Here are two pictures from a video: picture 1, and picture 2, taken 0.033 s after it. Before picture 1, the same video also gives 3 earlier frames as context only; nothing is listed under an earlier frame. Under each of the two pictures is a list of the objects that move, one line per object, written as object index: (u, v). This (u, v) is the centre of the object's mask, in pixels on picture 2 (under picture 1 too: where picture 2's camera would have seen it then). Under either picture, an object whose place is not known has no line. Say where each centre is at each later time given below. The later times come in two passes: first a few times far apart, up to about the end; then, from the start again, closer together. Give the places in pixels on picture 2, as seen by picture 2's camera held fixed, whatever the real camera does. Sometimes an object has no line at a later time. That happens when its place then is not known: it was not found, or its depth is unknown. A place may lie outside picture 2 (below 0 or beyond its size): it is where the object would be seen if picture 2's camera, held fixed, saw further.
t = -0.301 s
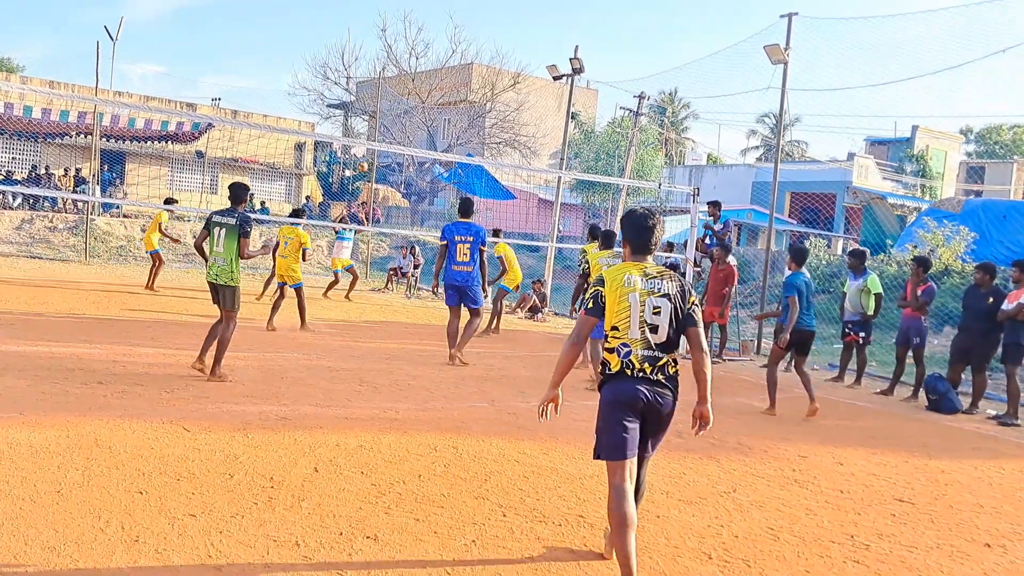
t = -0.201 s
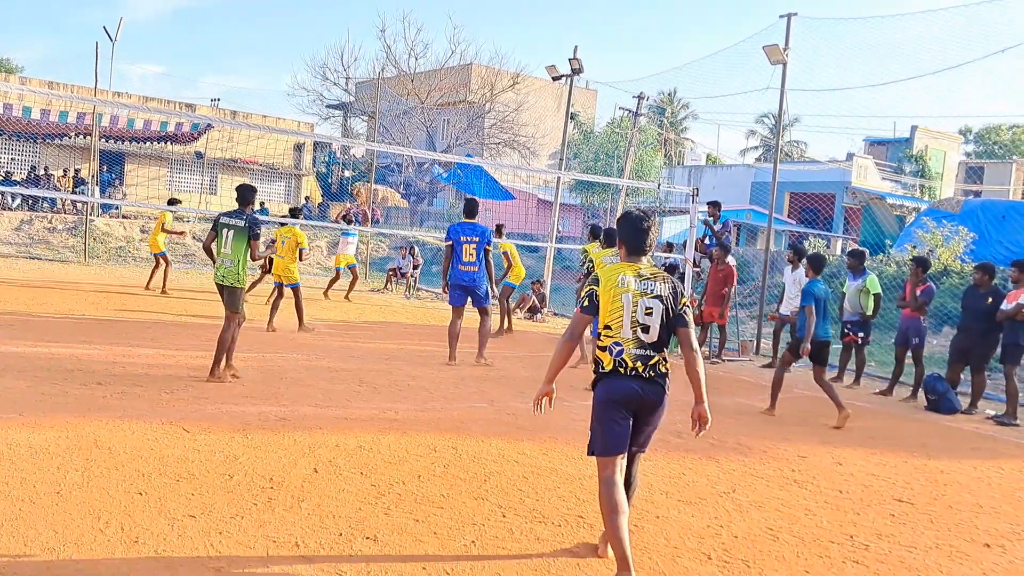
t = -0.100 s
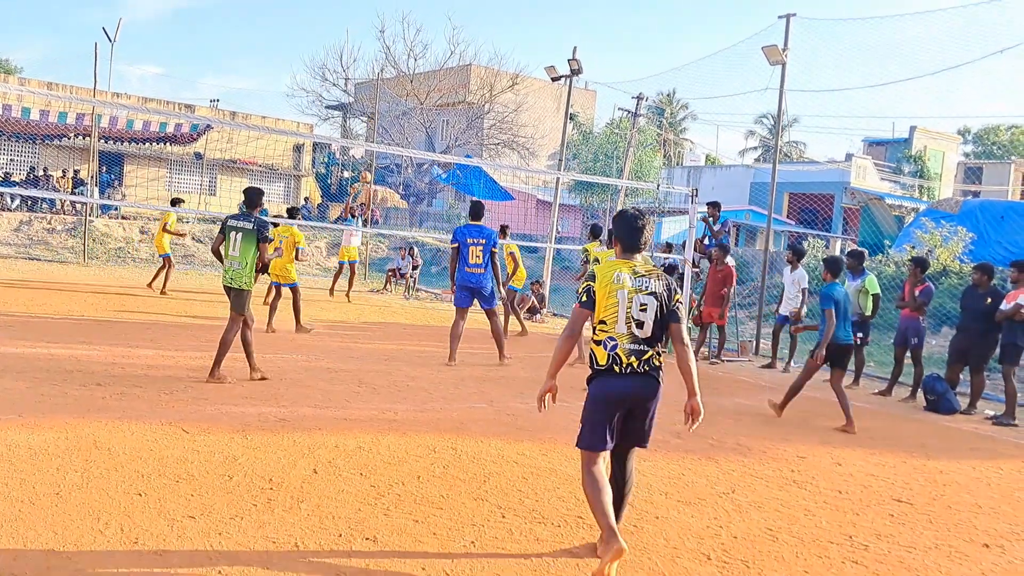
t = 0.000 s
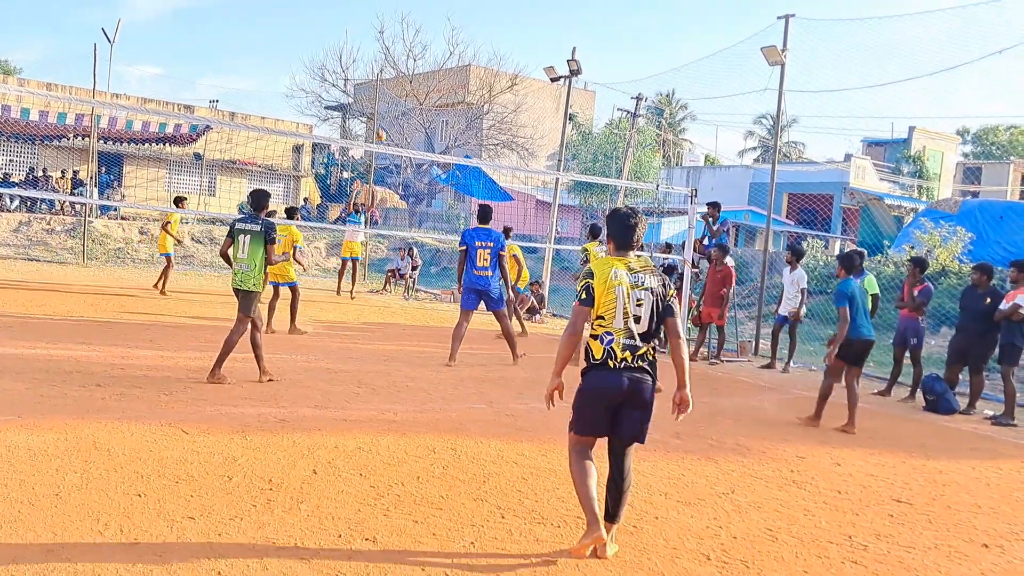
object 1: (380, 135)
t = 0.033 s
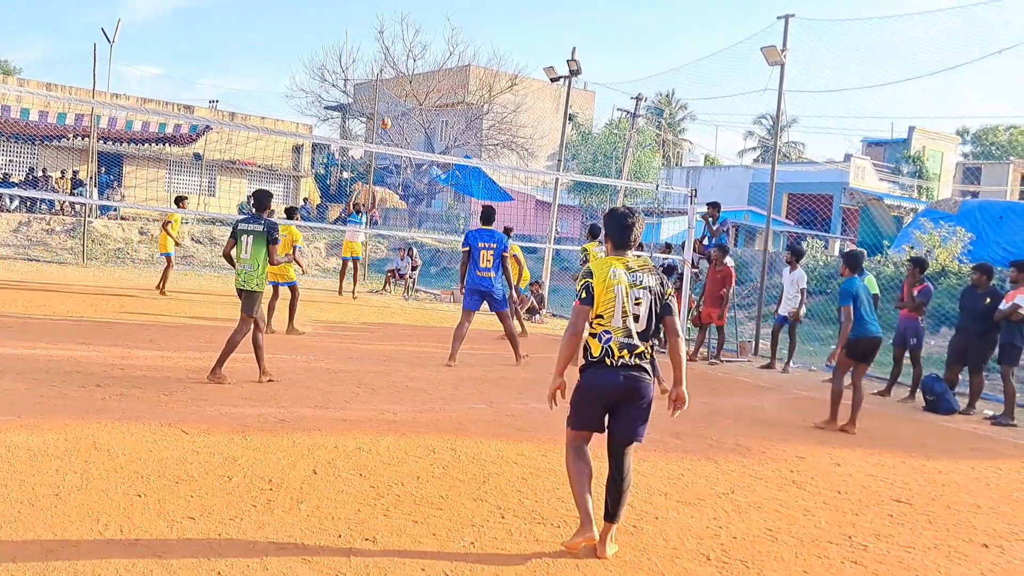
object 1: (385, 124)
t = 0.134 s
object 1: (400, 90)
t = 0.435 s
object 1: (445, 13)
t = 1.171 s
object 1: (549, 64)
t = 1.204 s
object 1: (553, 74)
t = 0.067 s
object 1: (390, 112)
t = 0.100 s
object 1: (397, 99)
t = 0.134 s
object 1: (400, 90)
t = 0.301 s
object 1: (425, 41)
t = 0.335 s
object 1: (431, 33)
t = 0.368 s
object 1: (436, 26)
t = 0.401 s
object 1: (440, 19)
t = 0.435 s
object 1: (445, 13)
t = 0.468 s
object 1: (450, 8)
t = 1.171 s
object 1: (549, 64)
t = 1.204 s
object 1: (553, 74)
